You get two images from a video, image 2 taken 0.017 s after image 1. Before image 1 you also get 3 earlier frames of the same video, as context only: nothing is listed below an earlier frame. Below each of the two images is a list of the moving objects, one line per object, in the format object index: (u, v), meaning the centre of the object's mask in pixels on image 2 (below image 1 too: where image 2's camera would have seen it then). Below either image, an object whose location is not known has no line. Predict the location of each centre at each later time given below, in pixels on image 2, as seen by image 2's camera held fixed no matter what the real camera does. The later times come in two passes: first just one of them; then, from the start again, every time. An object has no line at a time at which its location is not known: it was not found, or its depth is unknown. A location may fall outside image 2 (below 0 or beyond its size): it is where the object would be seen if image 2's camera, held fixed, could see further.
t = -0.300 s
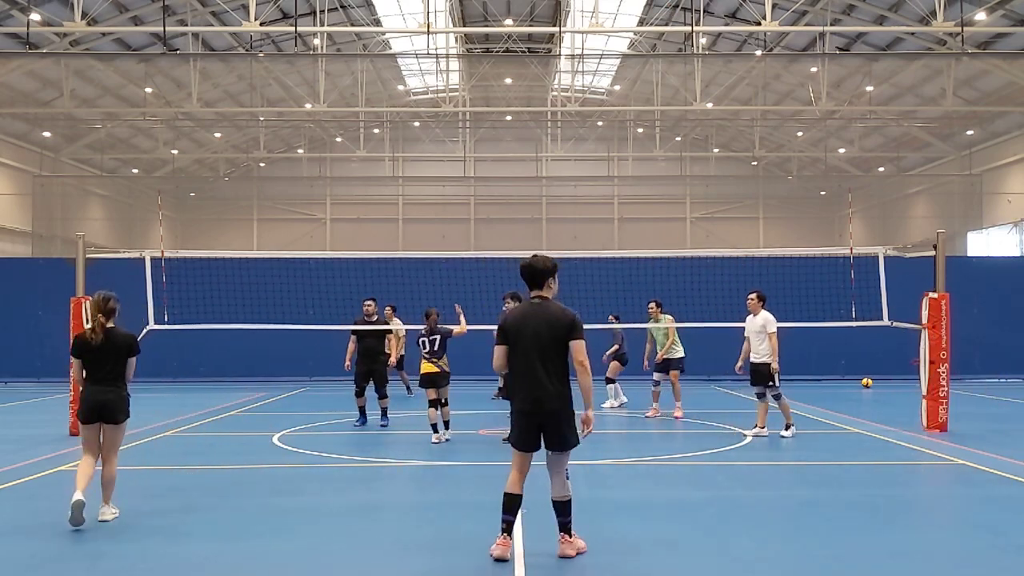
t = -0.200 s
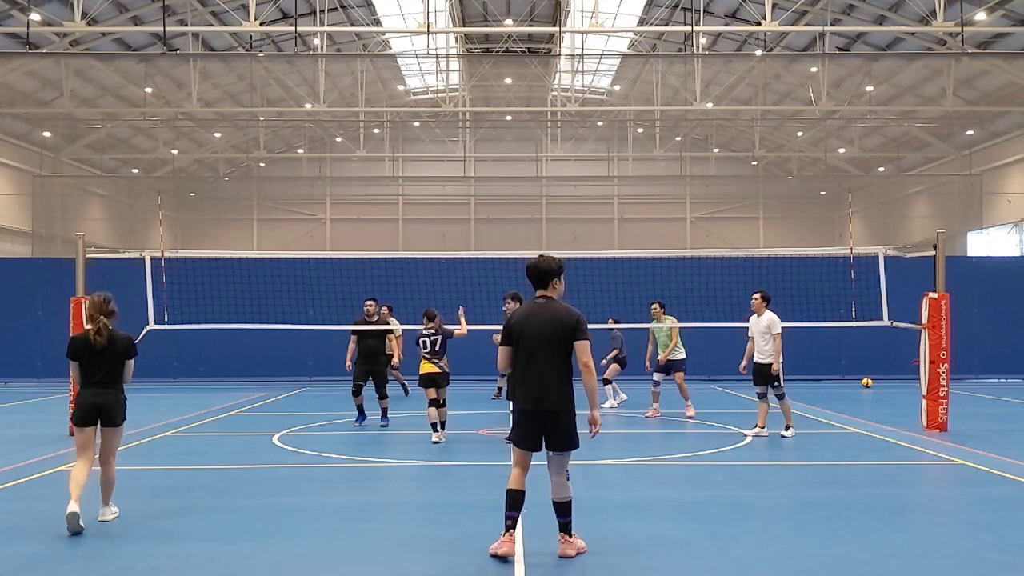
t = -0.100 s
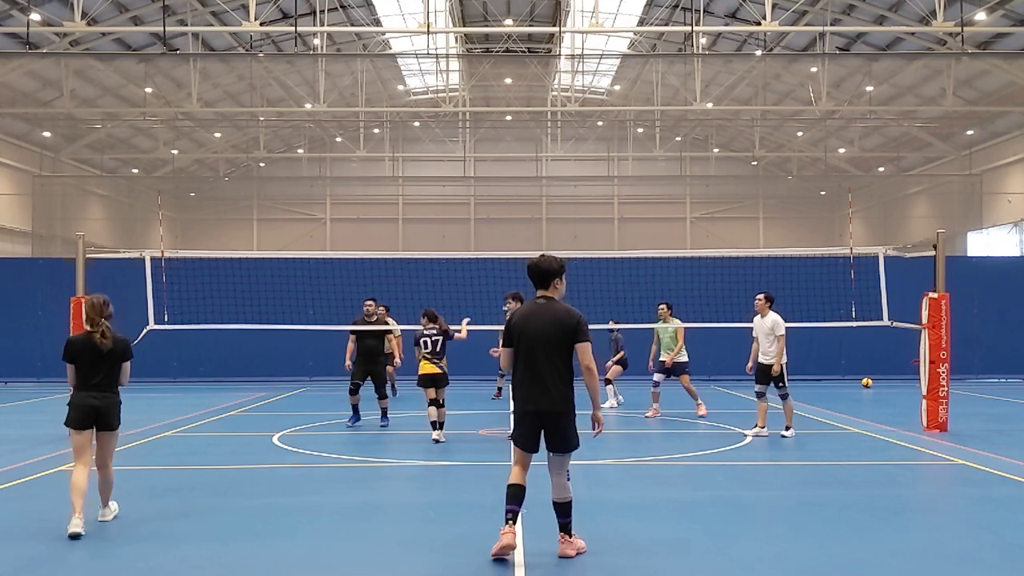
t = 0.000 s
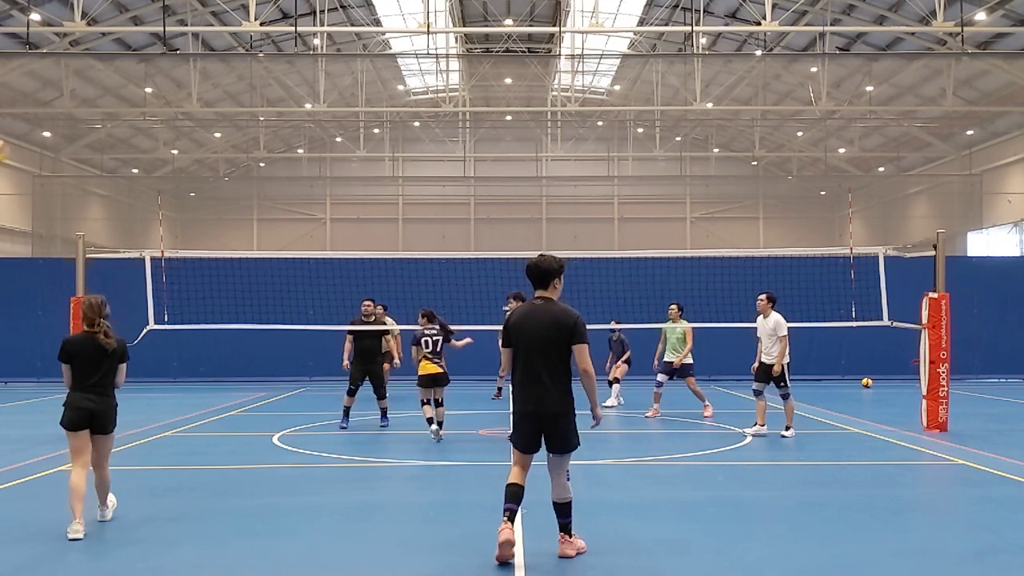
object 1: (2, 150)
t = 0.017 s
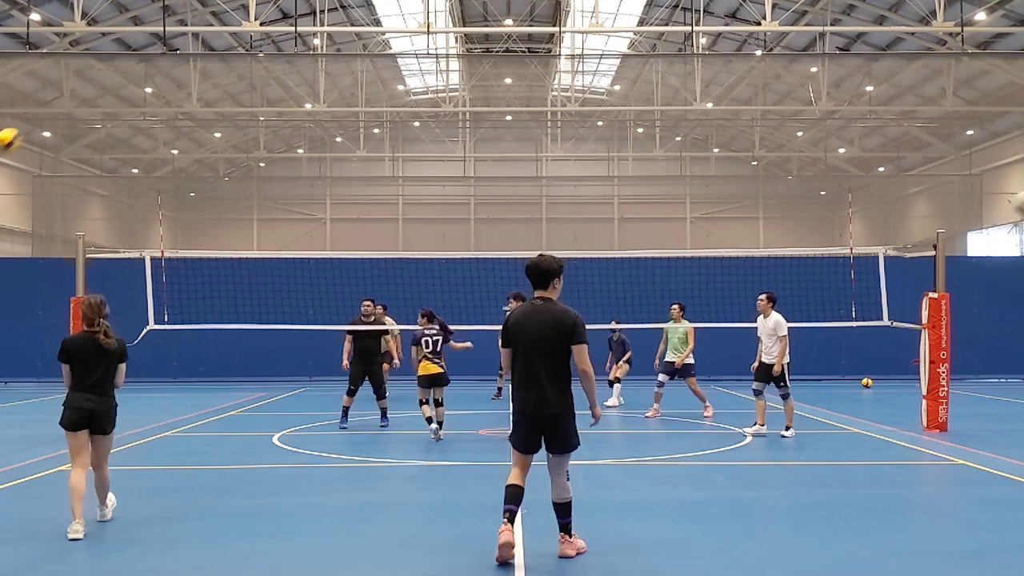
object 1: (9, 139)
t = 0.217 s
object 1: (152, 46)
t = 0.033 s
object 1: (21, 128)
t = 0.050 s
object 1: (35, 118)
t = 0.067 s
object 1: (47, 109)
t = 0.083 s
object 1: (60, 99)
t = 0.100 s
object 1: (72, 91)
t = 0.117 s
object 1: (84, 83)
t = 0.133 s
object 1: (96, 76)
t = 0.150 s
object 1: (109, 69)
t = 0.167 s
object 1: (120, 63)
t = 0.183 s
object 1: (131, 57)
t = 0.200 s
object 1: (141, 51)
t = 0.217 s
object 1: (152, 46)
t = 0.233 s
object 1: (161, 42)
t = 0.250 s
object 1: (170, 39)
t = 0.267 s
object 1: (179, 32)
